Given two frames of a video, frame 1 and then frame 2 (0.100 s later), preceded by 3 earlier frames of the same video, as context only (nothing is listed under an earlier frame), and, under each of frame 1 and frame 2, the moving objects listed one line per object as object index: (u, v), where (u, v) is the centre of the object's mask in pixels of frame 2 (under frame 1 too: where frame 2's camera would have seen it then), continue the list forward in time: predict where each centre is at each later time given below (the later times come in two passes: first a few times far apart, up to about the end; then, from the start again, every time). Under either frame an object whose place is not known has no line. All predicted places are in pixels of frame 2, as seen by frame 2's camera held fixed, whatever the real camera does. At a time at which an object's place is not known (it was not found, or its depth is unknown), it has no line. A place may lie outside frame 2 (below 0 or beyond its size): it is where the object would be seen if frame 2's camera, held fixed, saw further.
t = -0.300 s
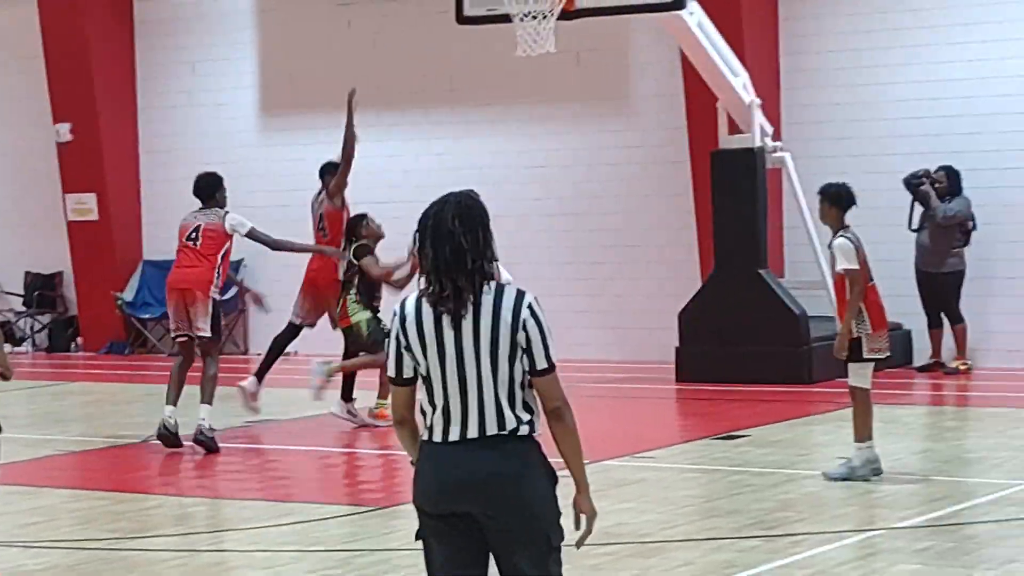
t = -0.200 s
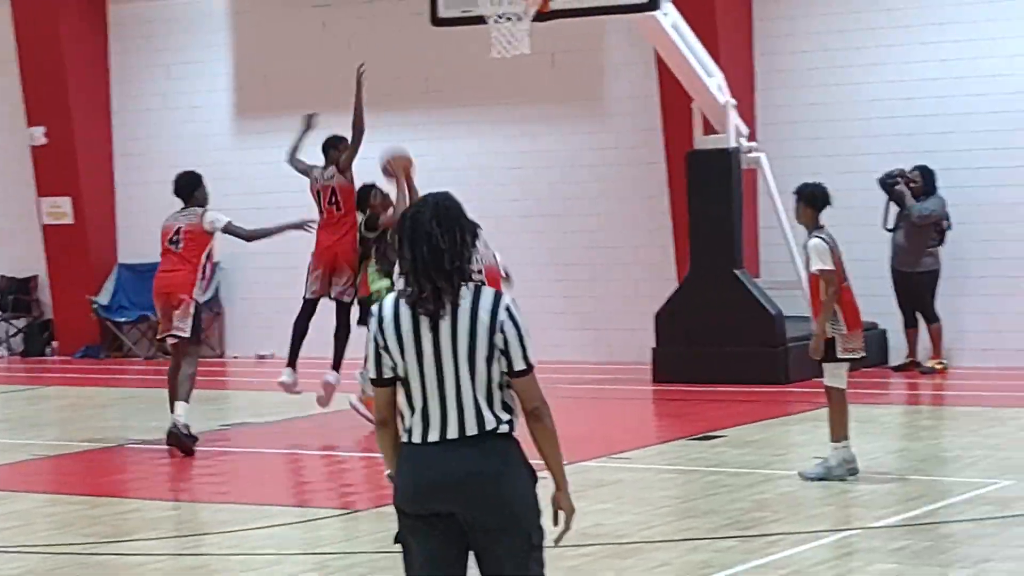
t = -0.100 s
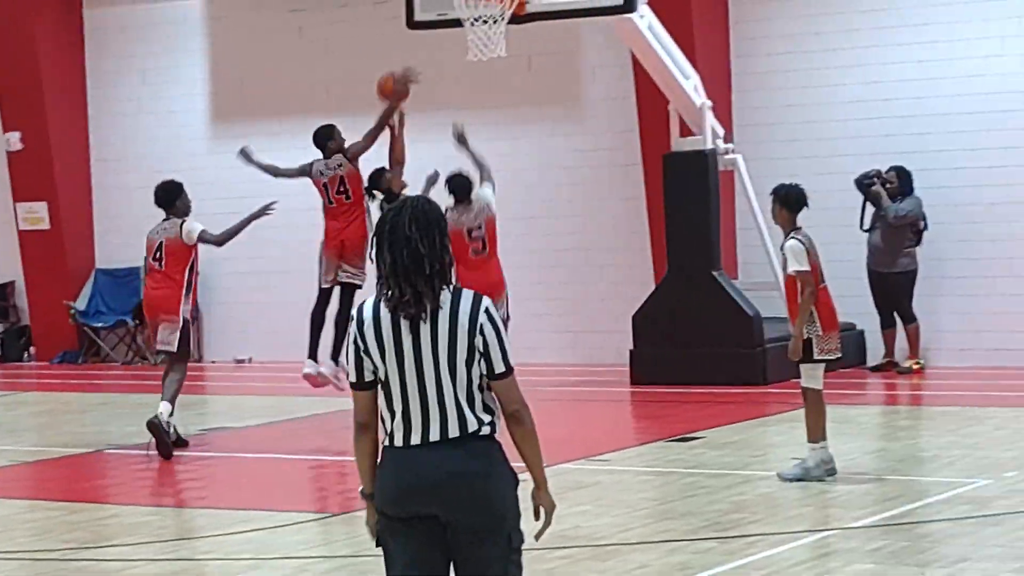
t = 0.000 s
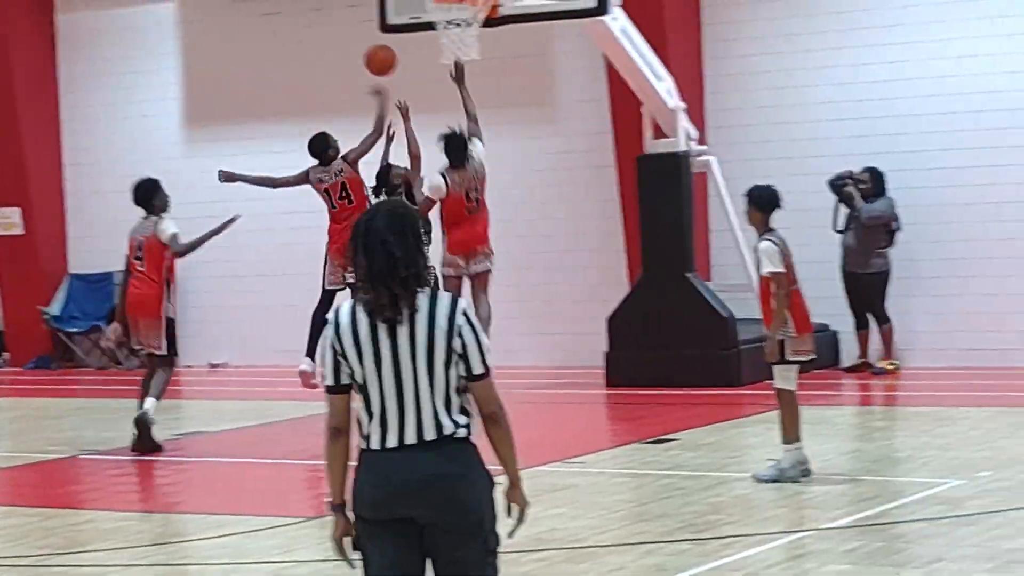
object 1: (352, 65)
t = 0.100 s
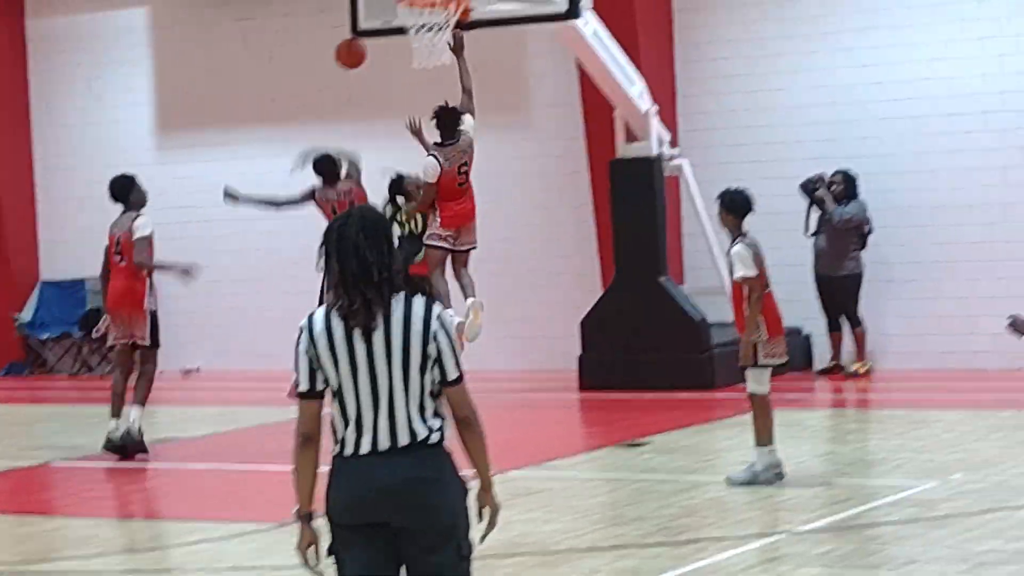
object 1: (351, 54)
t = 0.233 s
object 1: (349, 57)
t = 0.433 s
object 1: (351, 99)
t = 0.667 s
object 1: (355, 193)
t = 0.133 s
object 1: (350, 53)
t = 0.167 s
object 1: (349, 54)
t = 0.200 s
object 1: (349, 55)
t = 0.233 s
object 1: (349, 57)
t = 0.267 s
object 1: (349, 61)
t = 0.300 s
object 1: (349, 67)
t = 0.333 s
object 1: (350, 74)
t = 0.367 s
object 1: (350, 82)
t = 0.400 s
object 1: (350, 90)
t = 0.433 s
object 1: (351, 99)
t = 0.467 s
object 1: (351, 110)
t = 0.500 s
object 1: (352, 122)
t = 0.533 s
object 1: (352, 135)
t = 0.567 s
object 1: (353, 148)
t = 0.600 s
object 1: (354, 163)
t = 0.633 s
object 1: (355, 178)
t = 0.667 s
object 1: (355, 193)
